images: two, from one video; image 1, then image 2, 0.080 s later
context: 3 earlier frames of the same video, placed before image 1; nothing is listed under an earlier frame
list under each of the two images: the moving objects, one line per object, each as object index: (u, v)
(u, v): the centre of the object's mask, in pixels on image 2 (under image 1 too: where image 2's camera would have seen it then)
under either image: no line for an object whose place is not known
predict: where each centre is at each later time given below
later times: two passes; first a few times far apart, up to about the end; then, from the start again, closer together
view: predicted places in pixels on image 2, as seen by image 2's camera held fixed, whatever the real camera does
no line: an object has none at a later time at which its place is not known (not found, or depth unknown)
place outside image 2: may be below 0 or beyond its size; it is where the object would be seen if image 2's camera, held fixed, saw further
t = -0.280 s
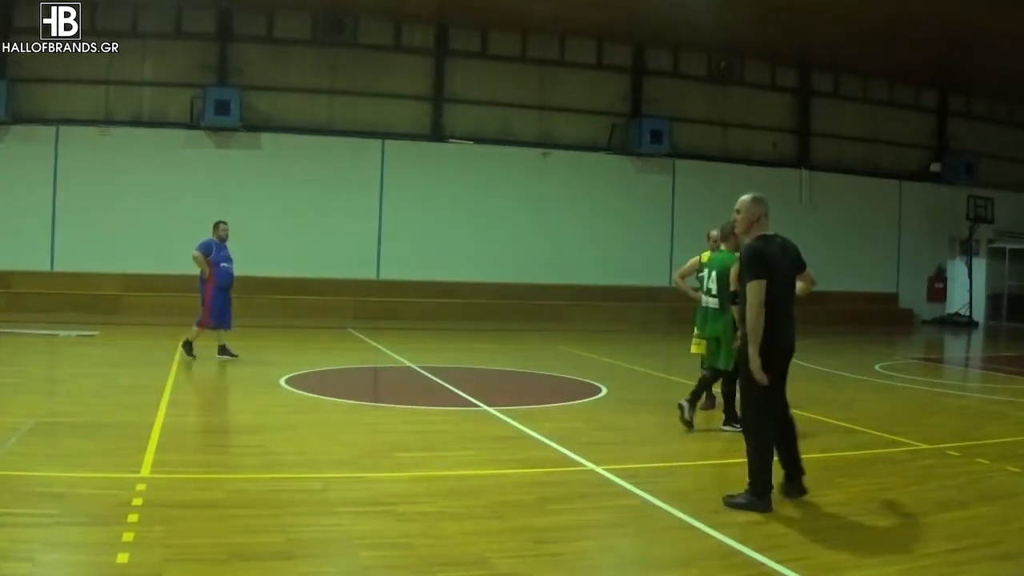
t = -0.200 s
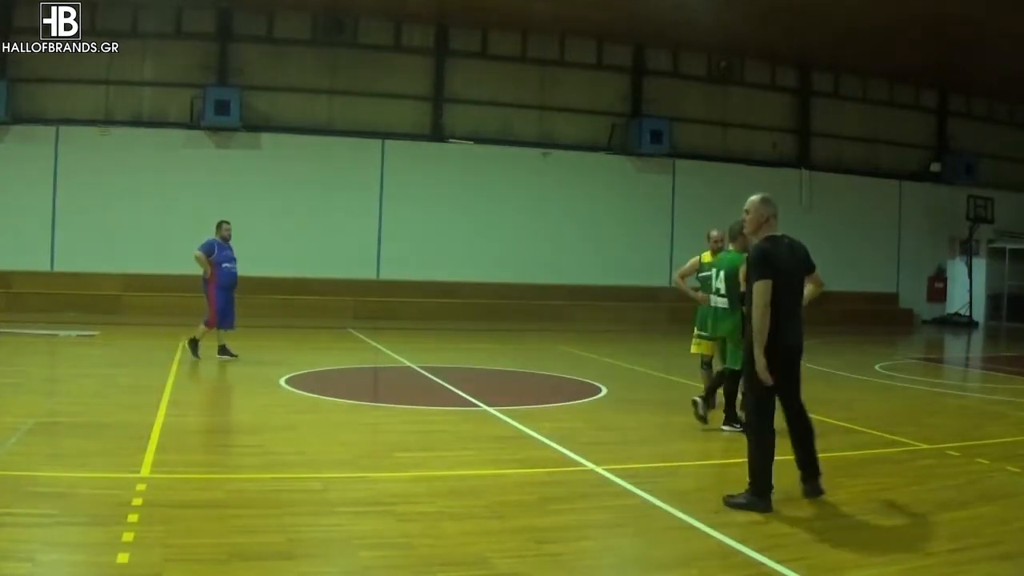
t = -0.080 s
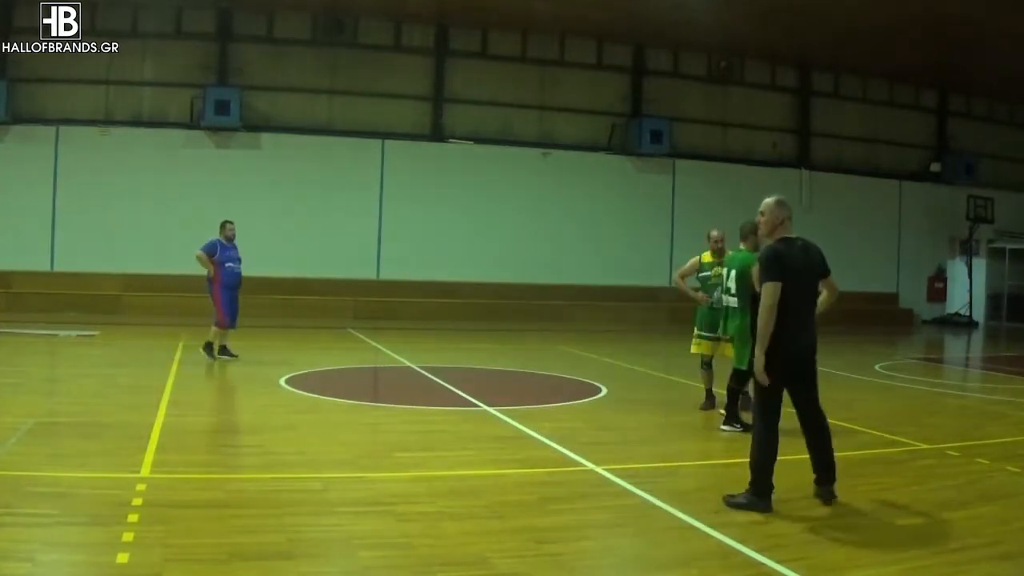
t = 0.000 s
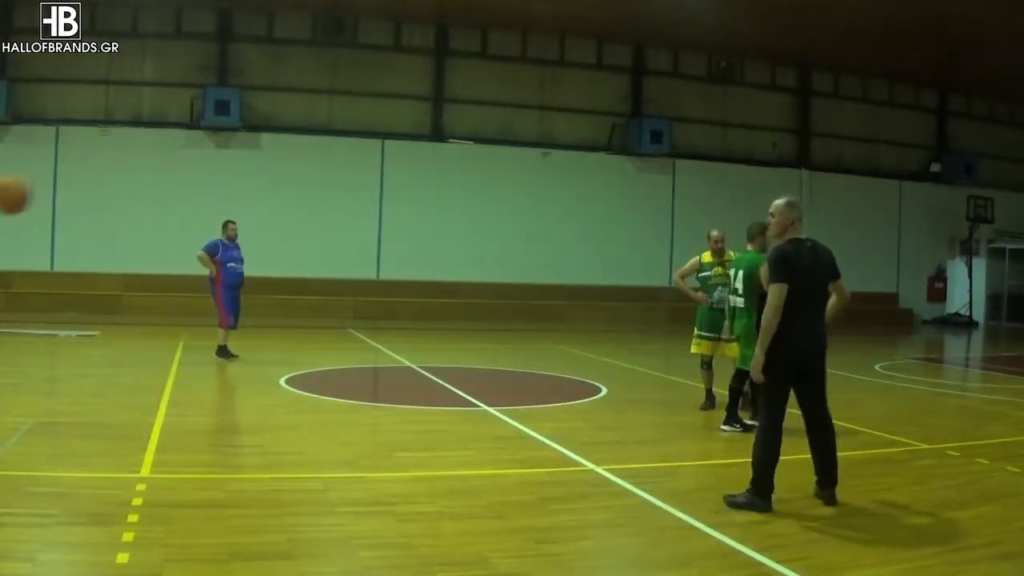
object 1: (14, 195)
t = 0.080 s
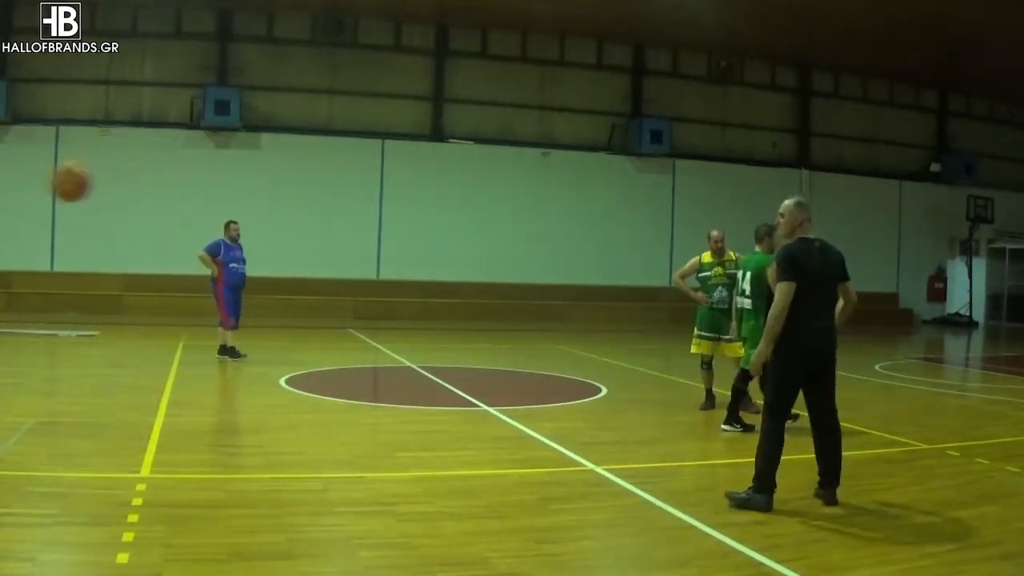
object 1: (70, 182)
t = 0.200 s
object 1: (161, 182)
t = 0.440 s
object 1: (344, 255)
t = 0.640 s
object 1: (492, 388)
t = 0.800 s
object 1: (594, 430)
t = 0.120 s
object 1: (100, 179)
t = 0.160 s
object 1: (130, 179)
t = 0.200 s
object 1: (161, 182)
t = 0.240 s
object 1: (191, 187)
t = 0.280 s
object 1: (223, 196)
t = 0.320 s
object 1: (254, 207)
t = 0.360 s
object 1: (285, 221)
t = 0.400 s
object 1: (315, 237)
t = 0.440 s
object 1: (344, 255)
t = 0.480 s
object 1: (375, 277)
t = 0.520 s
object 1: (403, 299)
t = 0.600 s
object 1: (464, 357)
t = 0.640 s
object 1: (492, 388)
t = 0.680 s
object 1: (518, 419)
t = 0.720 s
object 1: (545, 456)
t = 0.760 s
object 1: (570, 456)
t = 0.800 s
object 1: (594, 430)
